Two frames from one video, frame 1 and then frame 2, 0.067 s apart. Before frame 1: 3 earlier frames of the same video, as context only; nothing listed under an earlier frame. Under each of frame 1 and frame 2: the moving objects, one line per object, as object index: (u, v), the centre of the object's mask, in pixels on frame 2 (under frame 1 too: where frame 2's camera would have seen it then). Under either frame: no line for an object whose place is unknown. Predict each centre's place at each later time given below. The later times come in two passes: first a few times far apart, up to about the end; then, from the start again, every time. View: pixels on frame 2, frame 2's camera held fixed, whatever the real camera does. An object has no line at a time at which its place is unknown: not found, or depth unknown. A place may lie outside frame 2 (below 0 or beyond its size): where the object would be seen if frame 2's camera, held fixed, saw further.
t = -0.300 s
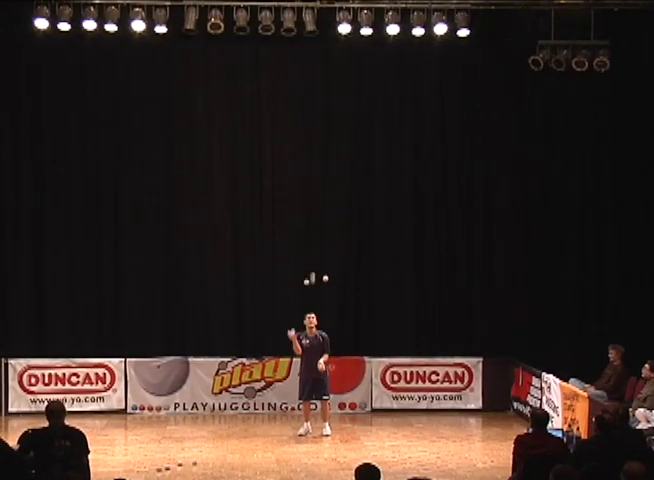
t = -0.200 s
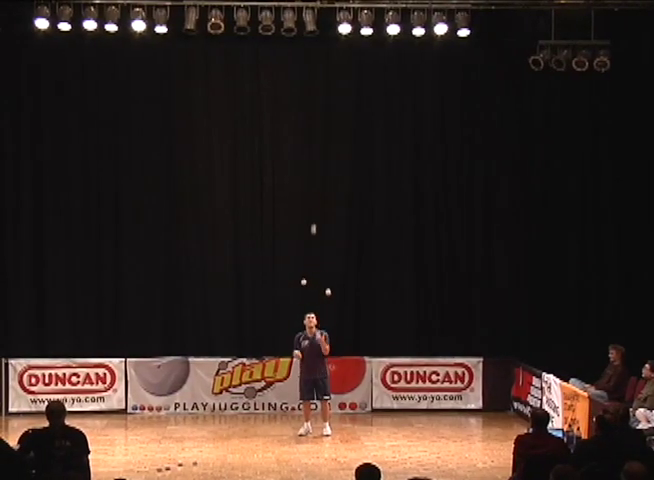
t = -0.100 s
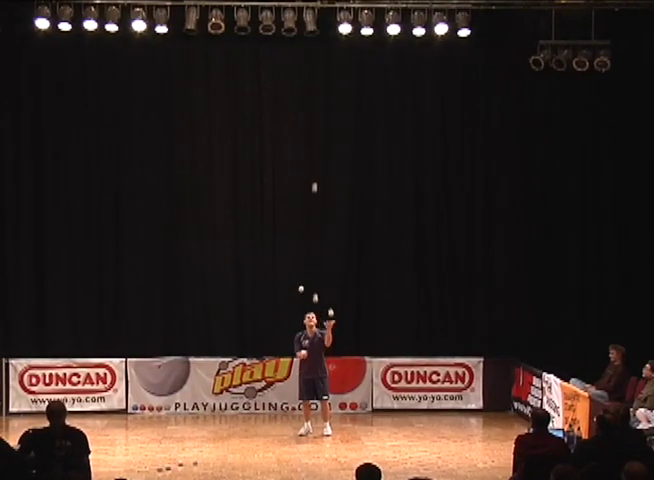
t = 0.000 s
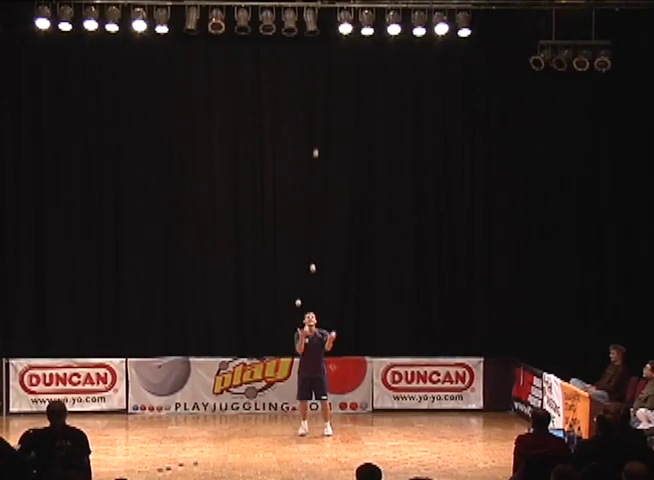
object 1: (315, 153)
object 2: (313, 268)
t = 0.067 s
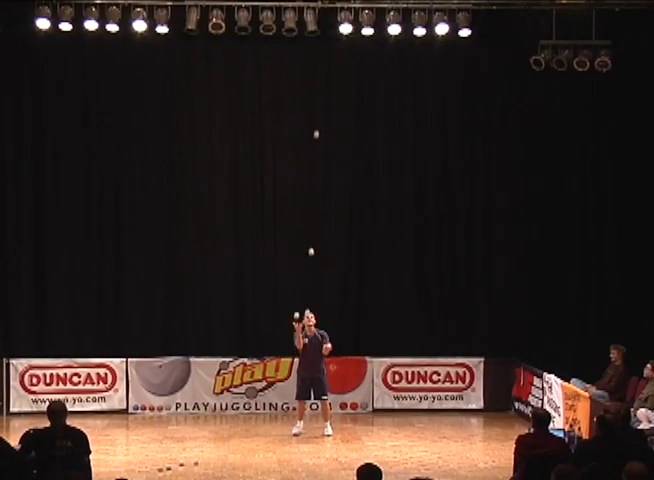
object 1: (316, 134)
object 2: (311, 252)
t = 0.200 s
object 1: (317, 105)
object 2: (306, 229)
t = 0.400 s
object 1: (318, 85)
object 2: (300, 217)
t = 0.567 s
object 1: (319, 90)
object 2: (295, 229)
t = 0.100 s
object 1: (316, 126)
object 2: (310, 245)
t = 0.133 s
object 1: (316, 118)
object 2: (309, 239)
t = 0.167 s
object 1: (316, 111)
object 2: (308, 233)
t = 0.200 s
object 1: (317, 105)
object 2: (306, 229)
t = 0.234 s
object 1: (317, 100)
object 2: (306, 225)
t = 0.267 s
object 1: (317, 96)
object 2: (304, 222)
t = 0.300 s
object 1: (318, 92)
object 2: (303, 219)
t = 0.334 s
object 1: (318, 89)
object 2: (303, 218)
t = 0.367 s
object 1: (318, 87)
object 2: (301, 217)
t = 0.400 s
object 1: (318, 85)
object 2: (300, 217)
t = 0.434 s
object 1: (318, 85)
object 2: (300, 218)
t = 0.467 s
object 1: (319, 85)
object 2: (298, 219)
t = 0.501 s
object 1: (319, 86)
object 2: (297, 222)
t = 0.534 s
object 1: (319, 88)
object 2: (296, 225)
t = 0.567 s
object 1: (319, 90)
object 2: (295, 229)
